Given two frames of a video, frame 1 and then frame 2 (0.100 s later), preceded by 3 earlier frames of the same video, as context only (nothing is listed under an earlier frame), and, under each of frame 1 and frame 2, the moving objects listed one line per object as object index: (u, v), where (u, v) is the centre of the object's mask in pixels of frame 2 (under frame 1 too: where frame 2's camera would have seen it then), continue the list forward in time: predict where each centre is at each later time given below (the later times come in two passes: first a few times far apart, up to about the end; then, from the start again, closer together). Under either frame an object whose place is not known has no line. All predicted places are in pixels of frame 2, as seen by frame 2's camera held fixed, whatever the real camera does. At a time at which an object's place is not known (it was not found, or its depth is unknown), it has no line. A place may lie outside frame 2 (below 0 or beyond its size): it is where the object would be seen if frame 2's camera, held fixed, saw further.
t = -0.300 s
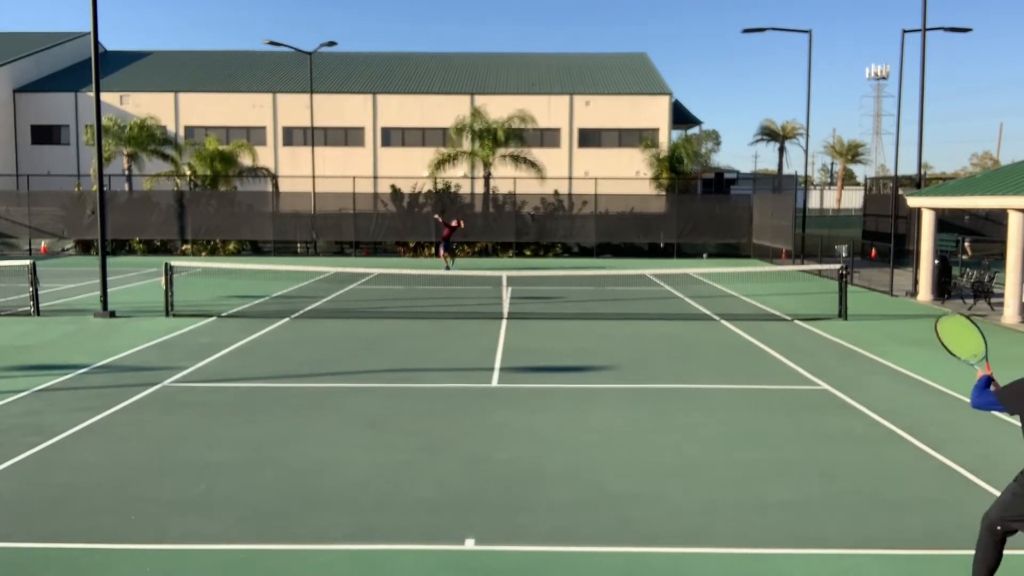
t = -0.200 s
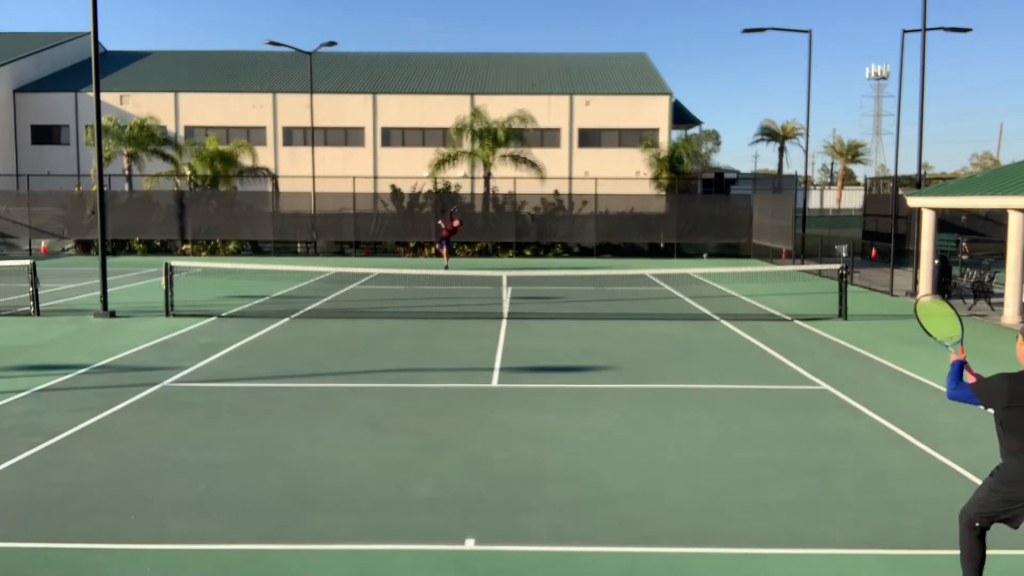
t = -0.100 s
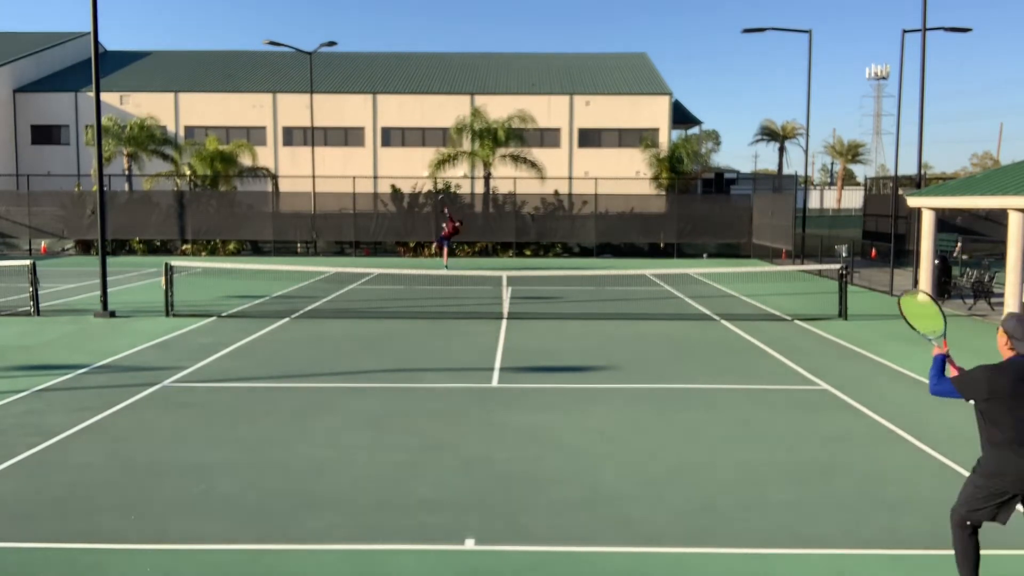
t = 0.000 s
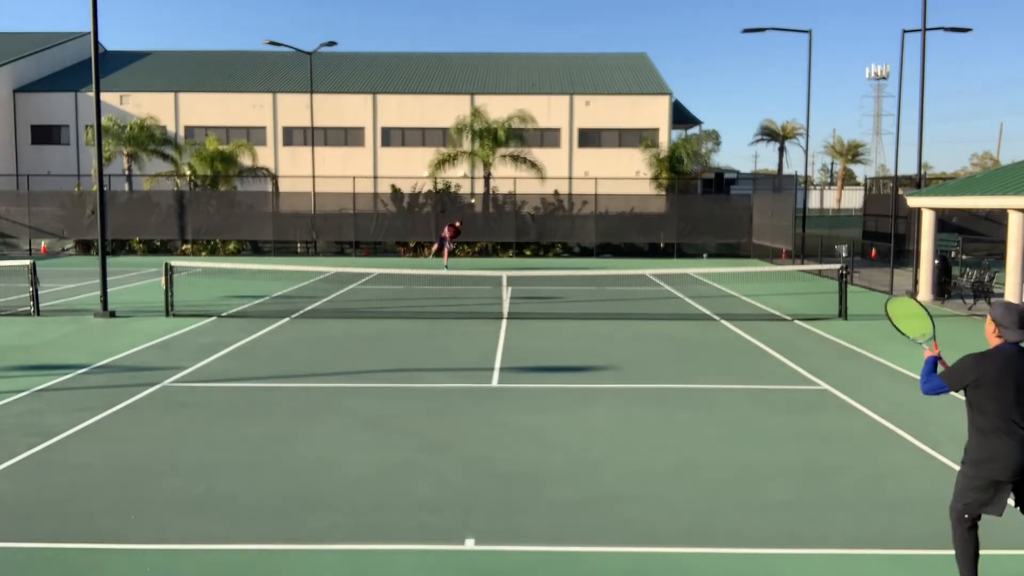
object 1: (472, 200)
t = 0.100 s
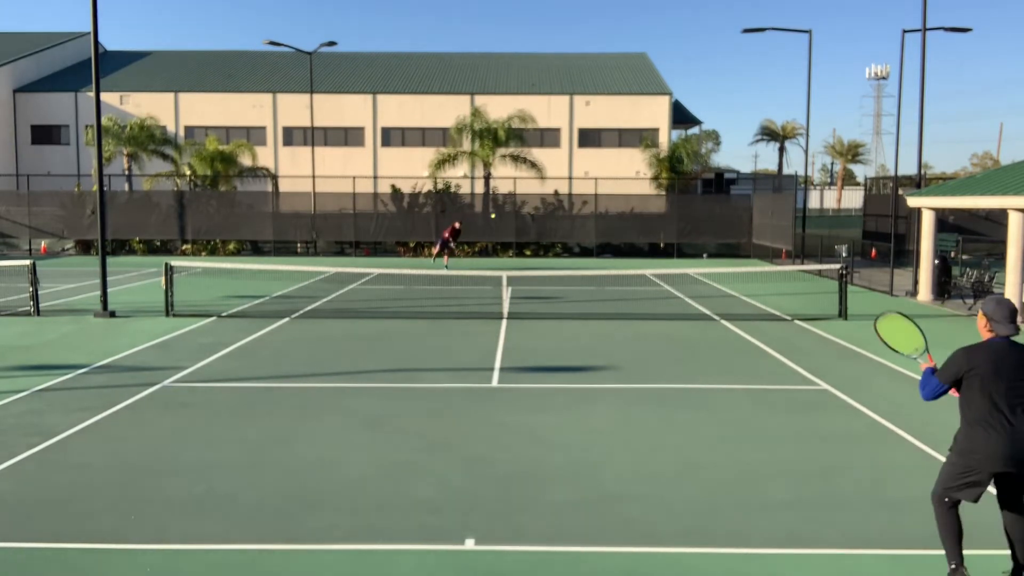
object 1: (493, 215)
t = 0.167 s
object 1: (509, 230)
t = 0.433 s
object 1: (612, 335)
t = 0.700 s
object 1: (744, 312)
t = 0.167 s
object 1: (509, 230)
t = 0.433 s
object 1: (612, 335)
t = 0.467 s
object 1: (628, 343)
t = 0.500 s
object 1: (642, 337)
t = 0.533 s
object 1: (656, 331)
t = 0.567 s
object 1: (671, 325)
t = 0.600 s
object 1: (688, 320)
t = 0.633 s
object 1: (705, 317)
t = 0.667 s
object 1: (724, 314)
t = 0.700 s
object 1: (744, 312)
